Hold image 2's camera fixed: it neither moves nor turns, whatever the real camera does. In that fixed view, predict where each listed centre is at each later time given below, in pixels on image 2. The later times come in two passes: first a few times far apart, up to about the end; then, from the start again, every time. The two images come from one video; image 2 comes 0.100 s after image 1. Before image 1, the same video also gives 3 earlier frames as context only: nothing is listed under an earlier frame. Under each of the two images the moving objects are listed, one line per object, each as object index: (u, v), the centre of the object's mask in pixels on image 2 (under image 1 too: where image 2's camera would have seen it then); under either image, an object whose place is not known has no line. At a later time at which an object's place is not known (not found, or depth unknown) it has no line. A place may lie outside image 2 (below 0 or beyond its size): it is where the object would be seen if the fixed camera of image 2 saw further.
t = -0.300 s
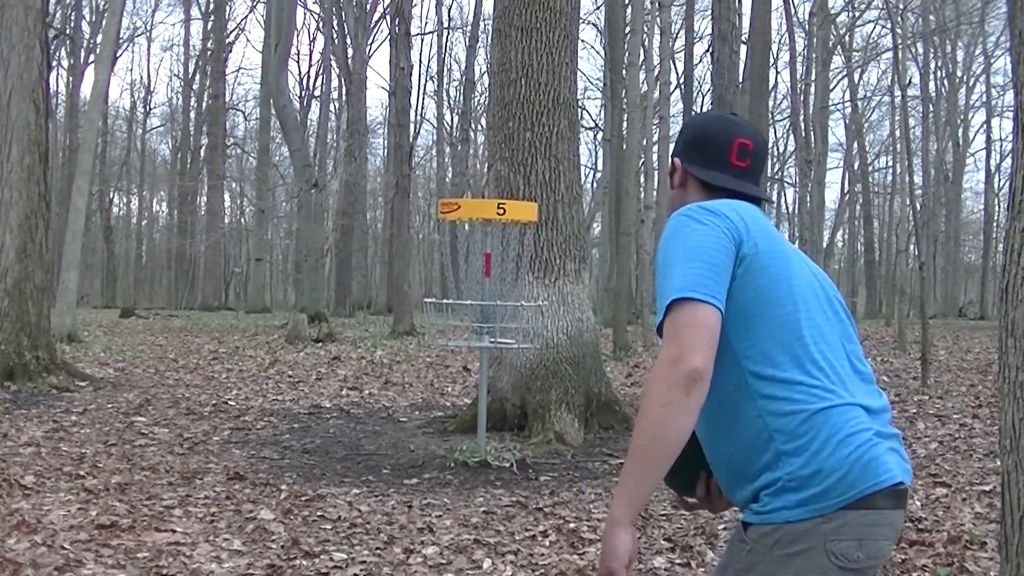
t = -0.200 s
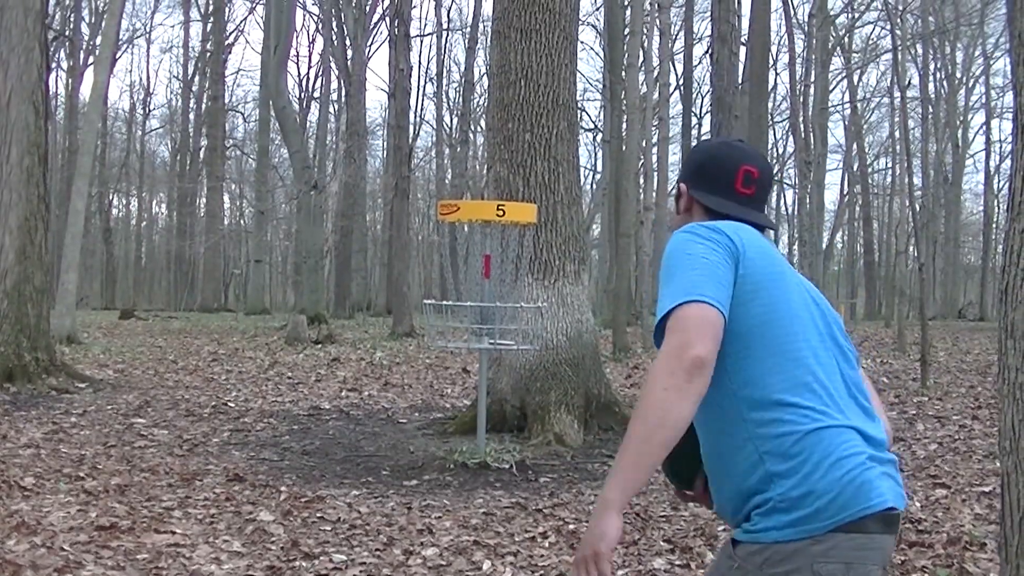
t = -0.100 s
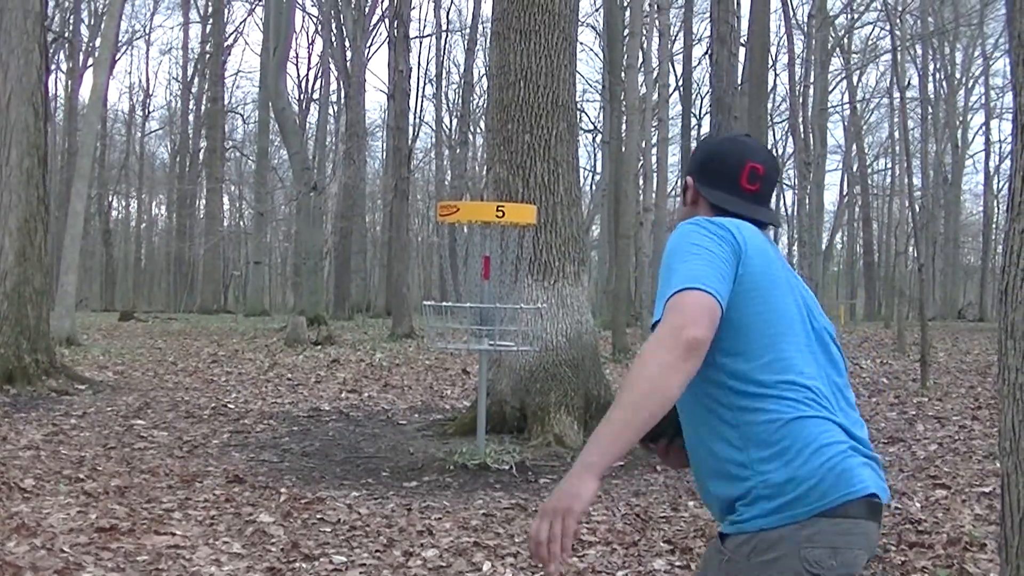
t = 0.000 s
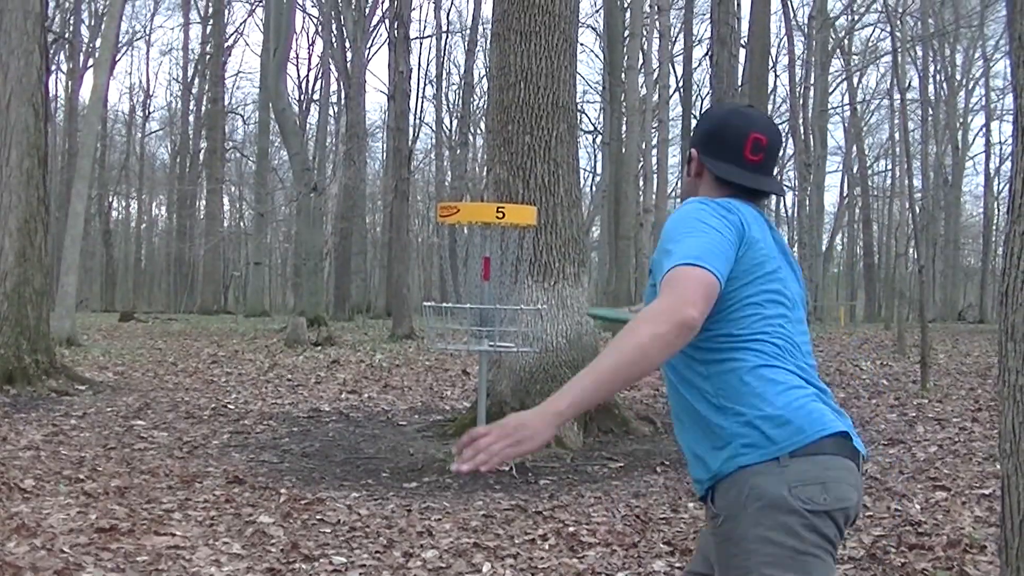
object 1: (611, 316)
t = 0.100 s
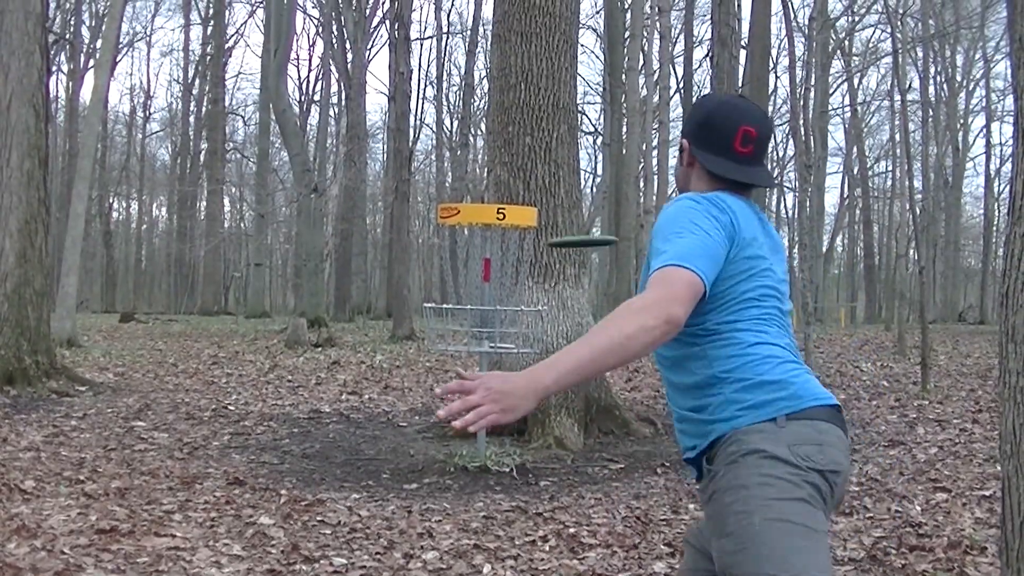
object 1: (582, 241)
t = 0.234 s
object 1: (542, 222)
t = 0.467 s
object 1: (497, 267)
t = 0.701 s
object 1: (471, 310)
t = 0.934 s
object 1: (458, 329)
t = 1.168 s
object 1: (447, 336)
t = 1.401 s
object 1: (451, 346)
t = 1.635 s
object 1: (450, 347)
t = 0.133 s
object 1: (569, 230)
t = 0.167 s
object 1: (560, 225)
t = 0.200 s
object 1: (551, 222)
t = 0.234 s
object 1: (542, 222)
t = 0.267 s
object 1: (535, 224)
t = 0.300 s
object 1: (526, 229)
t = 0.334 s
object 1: (520, 235)
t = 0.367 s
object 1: (513, 241)
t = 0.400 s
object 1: (507, 249)
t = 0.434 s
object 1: (501, 258)
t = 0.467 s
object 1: (497, 267)
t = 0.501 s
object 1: (492, 276)
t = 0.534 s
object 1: (487, 286)
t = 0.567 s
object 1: (482, 295)
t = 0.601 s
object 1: (478, 301)
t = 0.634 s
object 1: (476, 309)
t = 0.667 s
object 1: (472, 309)
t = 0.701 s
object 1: (471, 310)
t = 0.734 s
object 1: (470, 311)
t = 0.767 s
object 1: (468, 314)
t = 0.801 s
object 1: (466, 320)
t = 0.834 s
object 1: (462, 327)
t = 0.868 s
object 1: (460, 329)
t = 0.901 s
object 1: (458, 330)
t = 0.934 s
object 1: (458, 329)
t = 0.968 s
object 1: (457, 330)
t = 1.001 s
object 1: (455, 331)
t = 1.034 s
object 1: (454, 332)
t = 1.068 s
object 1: (453, 332)
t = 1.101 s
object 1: (452, 335)
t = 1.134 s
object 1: (448, 335)
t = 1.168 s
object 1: (447, 336)
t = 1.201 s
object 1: (447, 337)
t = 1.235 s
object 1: (448, 339)
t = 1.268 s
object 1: (448, 342)
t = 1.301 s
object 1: (449, 343)
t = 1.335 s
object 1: (450, 343)
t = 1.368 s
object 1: (450, 344)
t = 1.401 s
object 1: (451, 346)
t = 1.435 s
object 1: (449, 346)
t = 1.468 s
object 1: (450, 347)
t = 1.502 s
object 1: (450, 347)
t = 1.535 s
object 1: (450, 347)
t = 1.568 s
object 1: (450, 347)
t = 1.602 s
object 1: (449, 347)
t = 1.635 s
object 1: (450, 347)
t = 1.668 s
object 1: (450, 347)
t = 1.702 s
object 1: (449, 347)
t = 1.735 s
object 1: (450, 347)
